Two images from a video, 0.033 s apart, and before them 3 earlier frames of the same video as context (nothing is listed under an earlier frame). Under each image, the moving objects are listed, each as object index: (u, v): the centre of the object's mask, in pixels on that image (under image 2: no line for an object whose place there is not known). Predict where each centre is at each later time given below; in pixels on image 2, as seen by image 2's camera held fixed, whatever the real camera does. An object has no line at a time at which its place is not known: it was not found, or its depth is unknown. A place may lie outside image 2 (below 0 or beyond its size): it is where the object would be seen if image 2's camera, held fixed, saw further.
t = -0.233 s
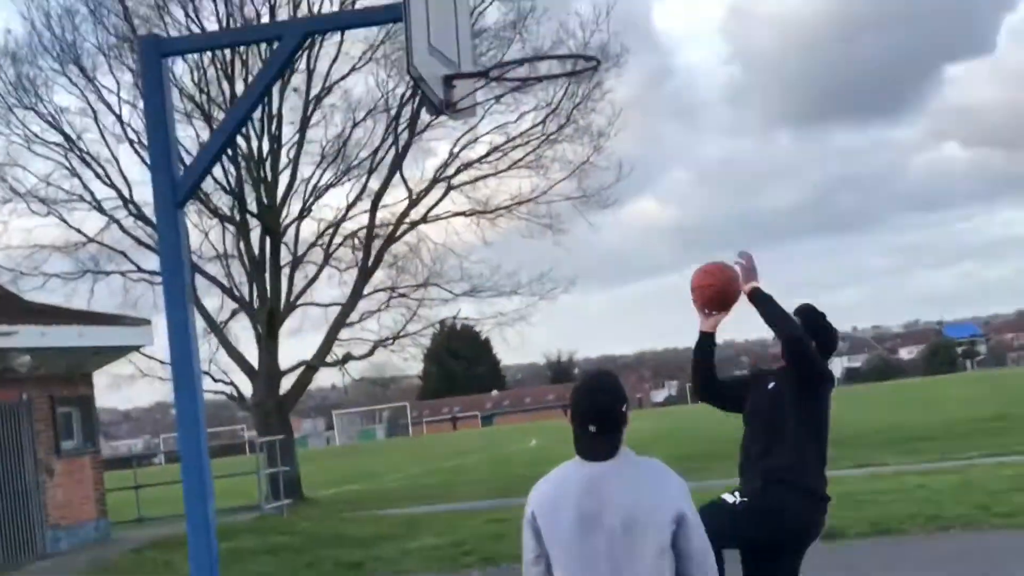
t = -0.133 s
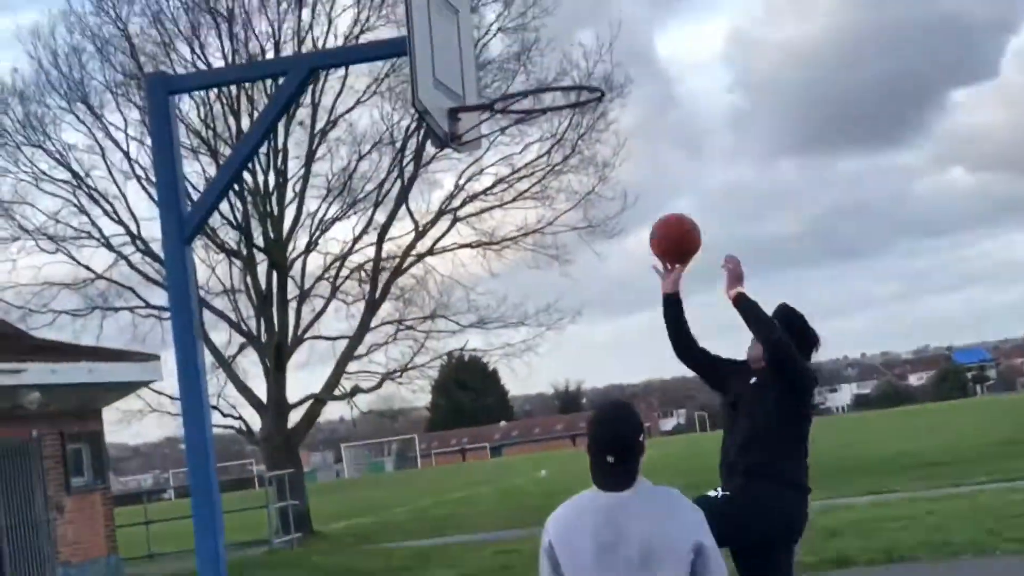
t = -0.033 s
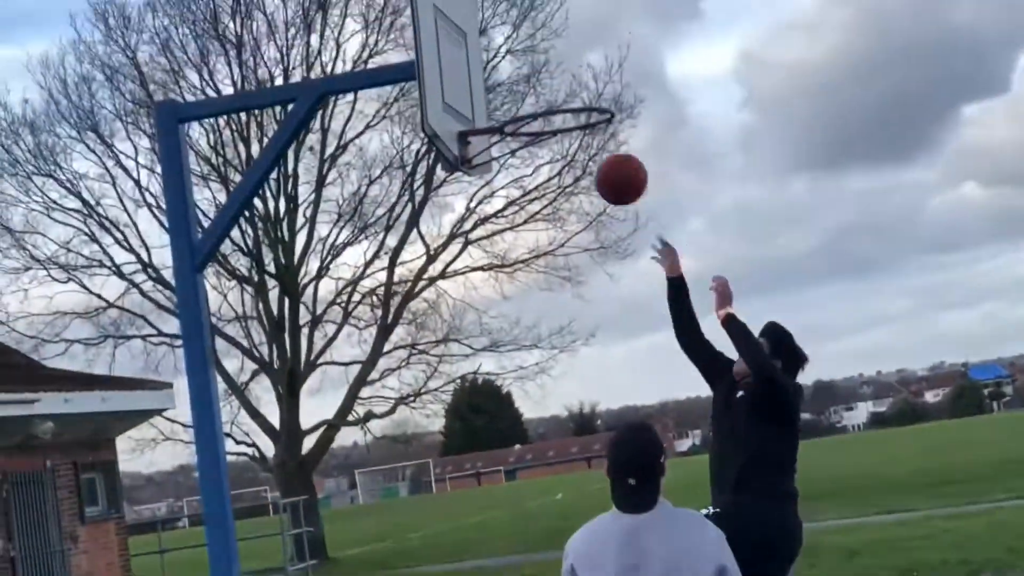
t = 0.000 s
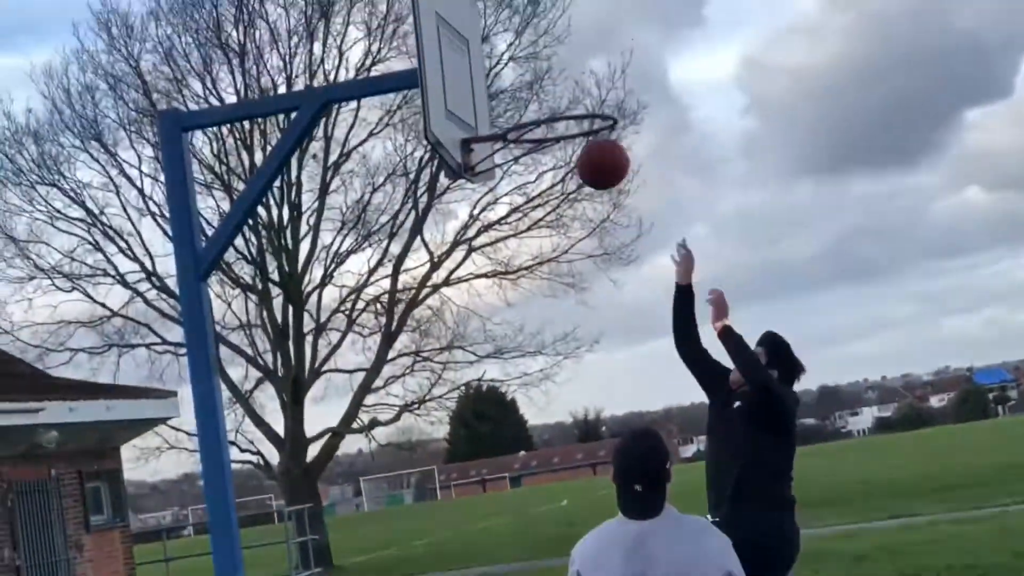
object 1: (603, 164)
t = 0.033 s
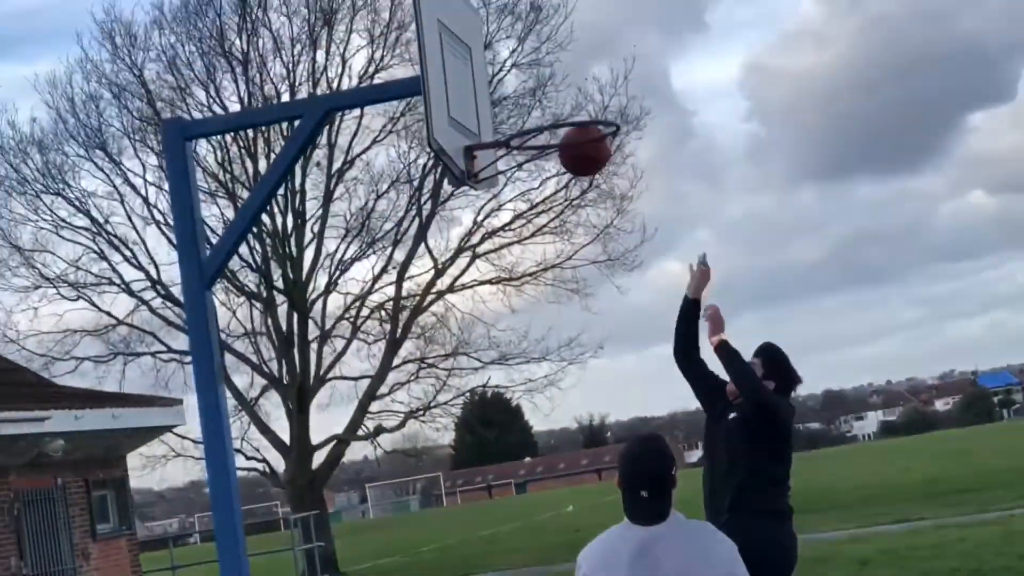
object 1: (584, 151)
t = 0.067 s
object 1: (562, 134)
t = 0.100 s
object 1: (541, 120)
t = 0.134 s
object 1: (519, 109)
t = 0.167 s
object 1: (506, 100)
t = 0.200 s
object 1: (514, 95)
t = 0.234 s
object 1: (523, 93)
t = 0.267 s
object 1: (532, 93)
